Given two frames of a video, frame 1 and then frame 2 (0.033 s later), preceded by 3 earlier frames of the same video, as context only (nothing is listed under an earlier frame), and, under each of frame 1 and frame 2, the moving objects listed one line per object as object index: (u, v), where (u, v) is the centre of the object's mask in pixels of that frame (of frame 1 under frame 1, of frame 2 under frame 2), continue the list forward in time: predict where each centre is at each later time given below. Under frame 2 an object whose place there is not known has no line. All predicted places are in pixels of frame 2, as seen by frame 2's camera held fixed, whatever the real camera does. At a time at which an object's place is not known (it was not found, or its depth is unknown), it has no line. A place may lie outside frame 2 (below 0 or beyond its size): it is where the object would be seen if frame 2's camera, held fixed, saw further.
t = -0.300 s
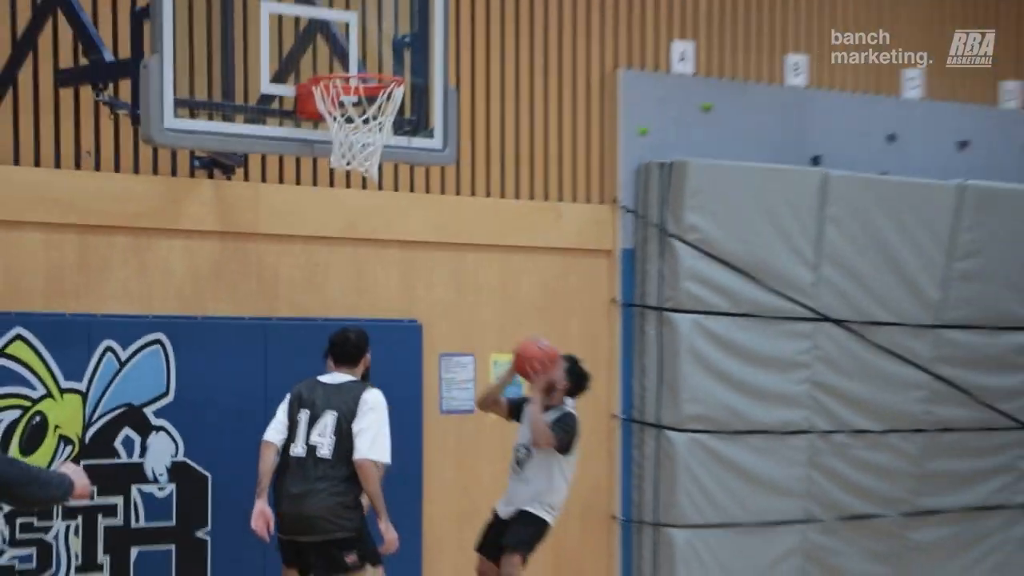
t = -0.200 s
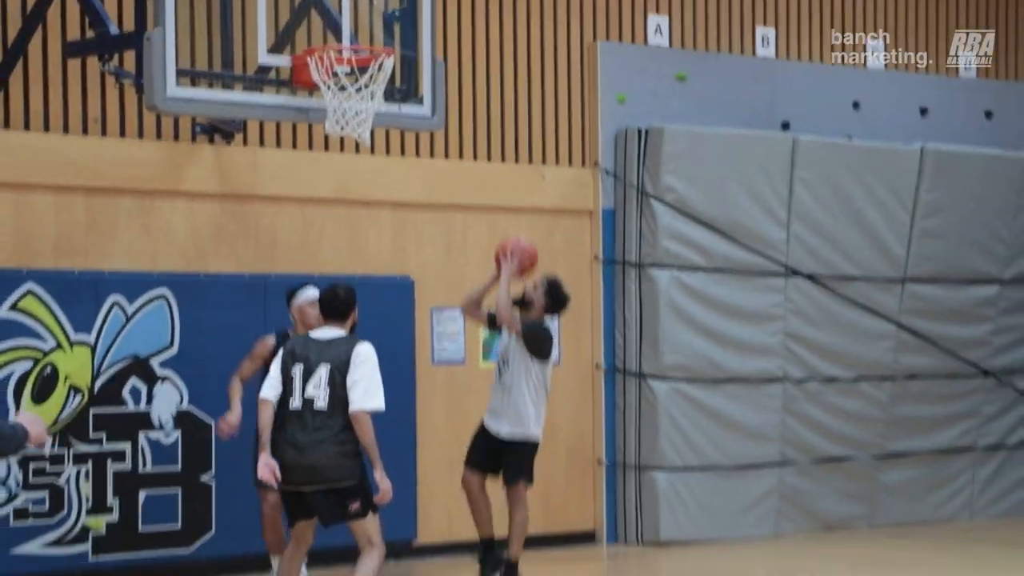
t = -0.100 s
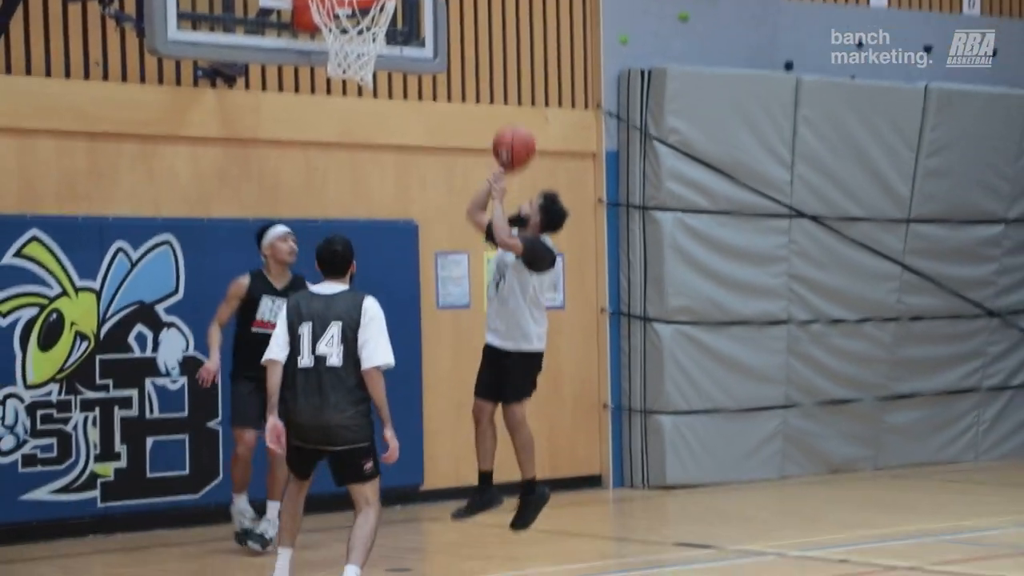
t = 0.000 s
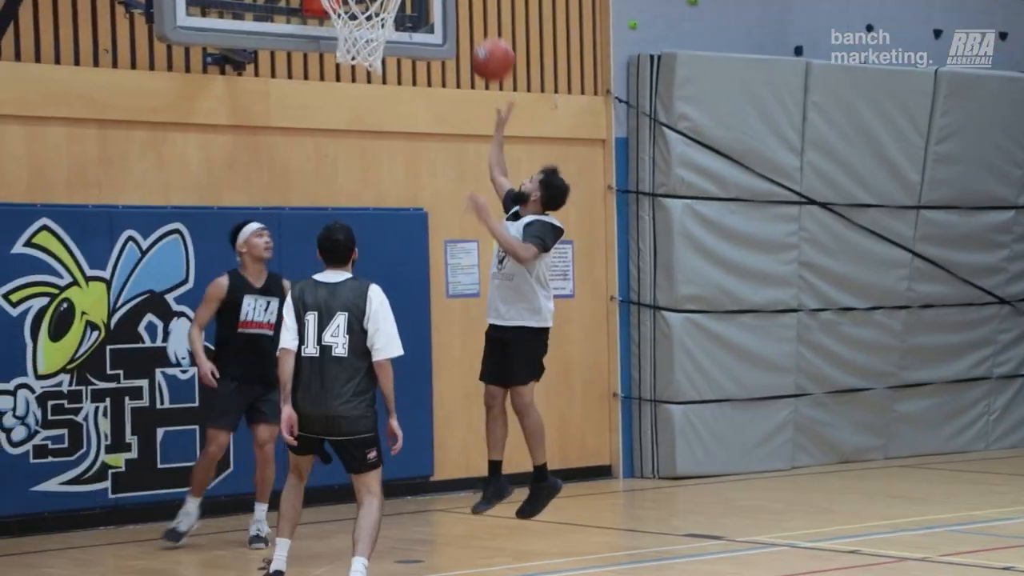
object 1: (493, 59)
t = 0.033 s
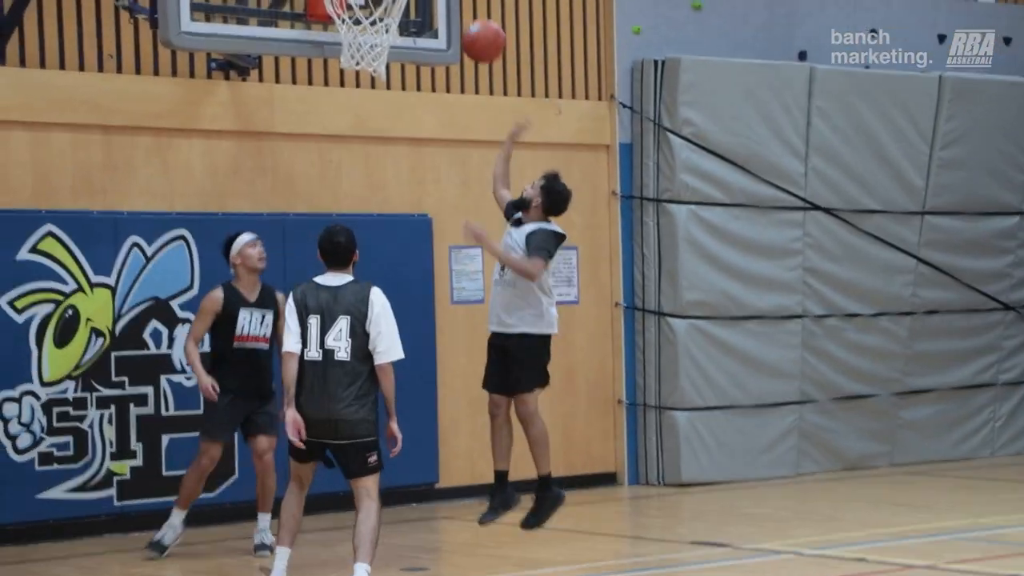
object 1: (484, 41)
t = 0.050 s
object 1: (476, 30)
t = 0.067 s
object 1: (469, 19)
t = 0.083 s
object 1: (462, 9)
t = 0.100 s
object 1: (455, -1)
